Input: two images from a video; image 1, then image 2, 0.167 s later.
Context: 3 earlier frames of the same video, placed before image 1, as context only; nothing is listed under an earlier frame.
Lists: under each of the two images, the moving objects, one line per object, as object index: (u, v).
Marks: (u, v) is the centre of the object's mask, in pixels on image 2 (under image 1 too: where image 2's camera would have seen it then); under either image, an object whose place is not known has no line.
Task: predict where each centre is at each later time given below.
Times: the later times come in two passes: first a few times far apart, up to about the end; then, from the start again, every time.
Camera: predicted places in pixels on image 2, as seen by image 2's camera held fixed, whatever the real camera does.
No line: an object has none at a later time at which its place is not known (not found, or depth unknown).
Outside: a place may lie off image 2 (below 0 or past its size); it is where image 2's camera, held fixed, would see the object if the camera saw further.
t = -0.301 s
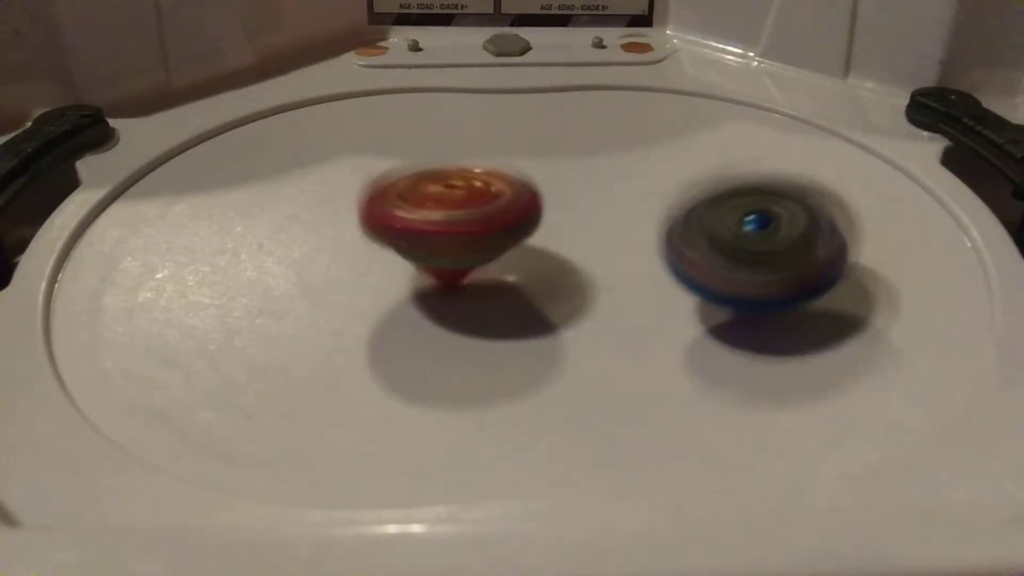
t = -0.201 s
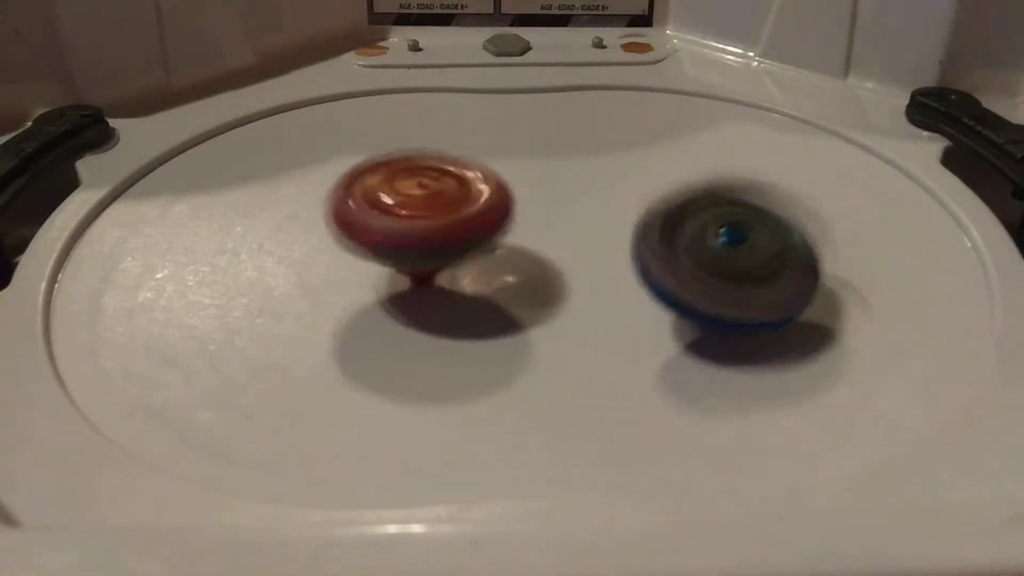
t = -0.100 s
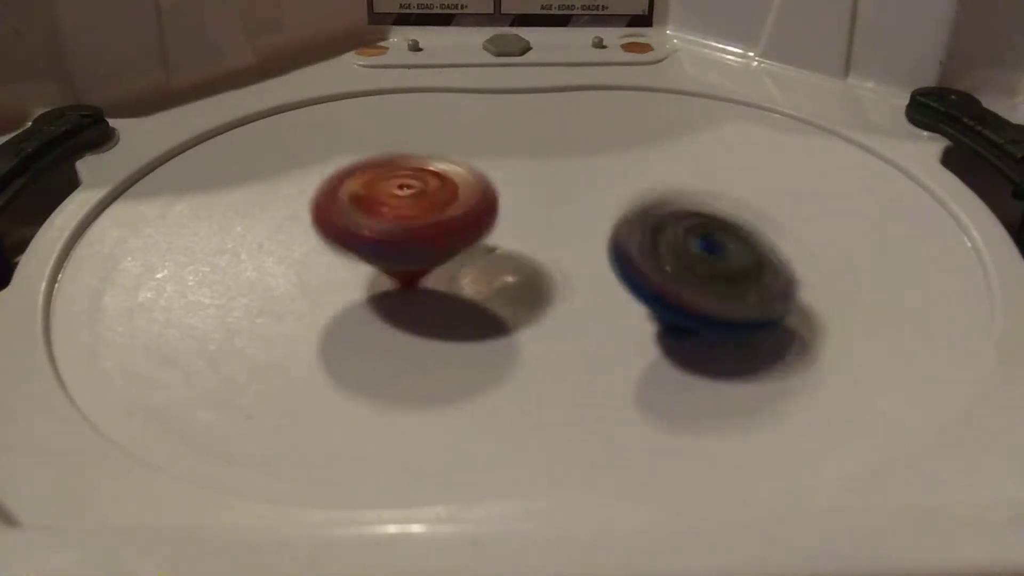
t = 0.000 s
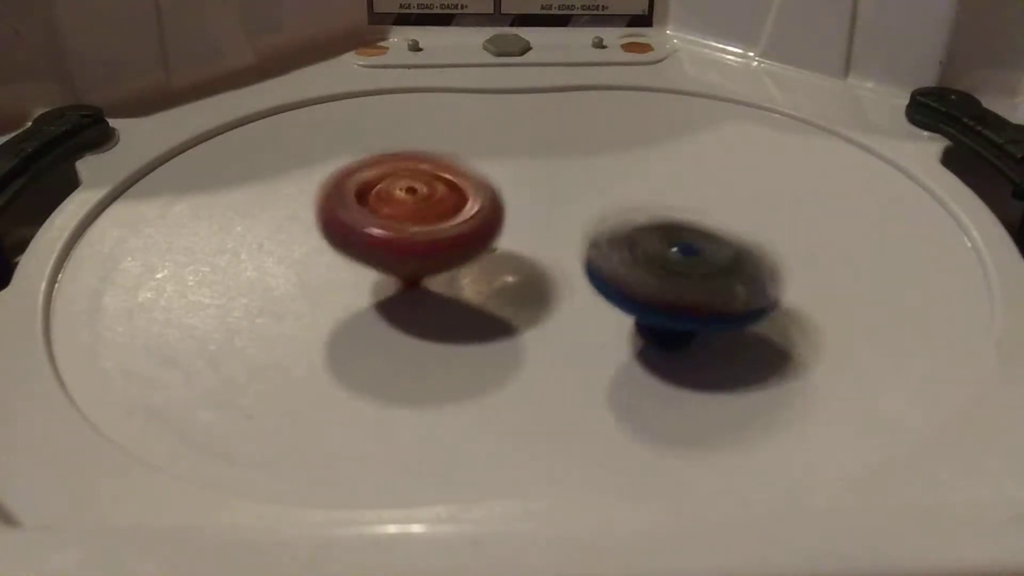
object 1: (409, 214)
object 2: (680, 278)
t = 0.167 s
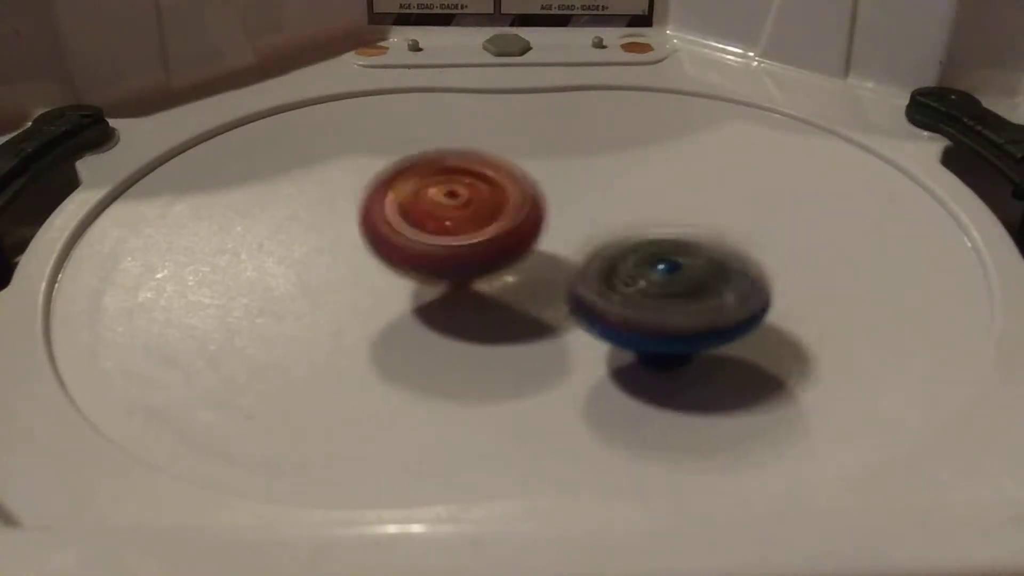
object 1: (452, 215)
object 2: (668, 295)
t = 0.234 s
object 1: (472, 209)
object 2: (657, 296)
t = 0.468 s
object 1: (505, 174)
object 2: (587, 295)
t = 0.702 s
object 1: (499, 171)
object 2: (512, 289)
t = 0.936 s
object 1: (515, 182)
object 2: (467, 318)
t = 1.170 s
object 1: (579, 181)
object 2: (448, 289)
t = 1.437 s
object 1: (646, 190)
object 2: (371, 285)
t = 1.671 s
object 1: (592, 220)
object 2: (419, 252)
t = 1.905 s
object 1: (626, 227)
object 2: (406, 230)
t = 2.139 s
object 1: (620, 216)
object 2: (417, 256)
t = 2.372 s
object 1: (594, 213)
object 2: (454, 259)
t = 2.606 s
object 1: (604, 224)
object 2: (424, 231)
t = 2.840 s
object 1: (609, 229)
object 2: (469, 215)
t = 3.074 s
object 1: (612, 230)
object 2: (455, 196)
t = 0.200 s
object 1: (465, 214)
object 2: (662, 297)
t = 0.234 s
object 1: (472, 209)
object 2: (657, 296)
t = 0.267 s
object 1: (475, 204)
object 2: (653, 298)
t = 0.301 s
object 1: (481, 199)
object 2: (643, 299)
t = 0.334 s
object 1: (492, 194)
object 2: (629, 294)
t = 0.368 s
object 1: (503, 190)
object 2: (621, 294)
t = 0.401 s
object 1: (510, 183)
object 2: (608, 290)
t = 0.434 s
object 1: (510, 177)
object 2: (599, 292)
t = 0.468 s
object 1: (505, 174)
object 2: (587, 295)
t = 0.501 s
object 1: (503, 171)
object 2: (576, 291)
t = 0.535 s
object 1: (502, 167)
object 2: (570, 287)
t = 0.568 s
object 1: (501, 166)
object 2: (557, 290)
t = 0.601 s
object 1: (499, 168)
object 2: (545, 291)
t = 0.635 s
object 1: (500, 167)
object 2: (539, 289)
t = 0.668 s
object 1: (498, 170)
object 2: (527, 291)
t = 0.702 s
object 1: (499, 171)
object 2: (512, 289)
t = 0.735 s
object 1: (500, 174)
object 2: (504, 291)
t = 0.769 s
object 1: (498, 178)
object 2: (491, 291)
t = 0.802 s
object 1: (501, 179)
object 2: (483, 293)
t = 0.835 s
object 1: (512, 181)
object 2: (469, 309)
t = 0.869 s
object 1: (516, 181)
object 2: (469, 314)
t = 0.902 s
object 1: (513, 182)
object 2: (465, 318)
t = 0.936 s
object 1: (515, 182)
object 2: (467, 318)
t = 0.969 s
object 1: (521, 182)
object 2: (468, 316)
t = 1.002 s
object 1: (528, 183)
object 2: (468, 314)
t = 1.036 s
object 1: (537, 183)
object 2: (465, 314)
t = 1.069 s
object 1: (545, 182)
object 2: (465, 305)
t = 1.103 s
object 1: (551, 183)
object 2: (465, 298)
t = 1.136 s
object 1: (559, 186)
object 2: (466, 292)
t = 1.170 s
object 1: (579, 181)
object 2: (448, 289)
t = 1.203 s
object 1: (603, 178)
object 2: (424, 295)
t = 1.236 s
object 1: (618, 172)
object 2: (403, 294)
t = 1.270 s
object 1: (635, 166)
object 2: (392, 296)
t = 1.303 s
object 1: (647, 169)
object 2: (378, 295)
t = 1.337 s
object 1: (654, 177)
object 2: (370, 290)
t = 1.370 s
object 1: (654, 184)
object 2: (368, 287)
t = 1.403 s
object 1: (649, 194)
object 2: (367, 284)
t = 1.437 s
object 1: (646, 190)
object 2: (371, 285)
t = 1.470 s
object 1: (638, 197)
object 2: (372, 286)
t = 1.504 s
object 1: (633, 211)
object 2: (382, 278)
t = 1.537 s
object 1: (623, 216)
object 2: (396, 271)
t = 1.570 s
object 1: (614, 212)
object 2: (404, 270)
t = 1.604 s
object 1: (602, 213)
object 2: (417, 265)
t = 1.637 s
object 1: (594, 223)
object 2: (423, 260)
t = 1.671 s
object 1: (592, 220)
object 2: (419, 252)
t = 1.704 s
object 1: (599, 222)
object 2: (407, 240)
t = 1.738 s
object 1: (606, 224)
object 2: (400, 234)
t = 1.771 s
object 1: (611, 219)
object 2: (396, 230)
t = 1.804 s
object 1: (618, 217)
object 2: (393, 228)
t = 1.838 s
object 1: (625, 214)
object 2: (396, 225)
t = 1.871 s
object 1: (628, 221)
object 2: (399, 228)
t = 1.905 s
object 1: (626, 227)
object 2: (406, 230)
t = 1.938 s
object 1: (619, 228)
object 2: (412, 232)
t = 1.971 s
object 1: (610, 229)
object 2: (422, 232)
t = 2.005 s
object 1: (608, 224)
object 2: (419, 237)
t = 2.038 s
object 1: (615, 226)
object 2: (415, 242)
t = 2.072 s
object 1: (616, 228)
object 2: (412, 244)
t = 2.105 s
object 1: (617, 216)
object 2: (416, 253)
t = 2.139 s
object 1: (620, 216)
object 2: (417, 256)
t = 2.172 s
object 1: (620, 216)
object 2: (416, 265)
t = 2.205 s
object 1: (618, 213)
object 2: (424, 272)
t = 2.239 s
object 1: (613, 213)
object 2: (426, 269)
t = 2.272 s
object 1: (606, 212)
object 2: (435, 270)
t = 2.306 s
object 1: (599, 211)
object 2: (438, 267)
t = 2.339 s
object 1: (594, 213)
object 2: (449, 265)
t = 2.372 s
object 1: (594, 213)
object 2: (454, 259)
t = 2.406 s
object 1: (596, 214)
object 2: (457, 254)
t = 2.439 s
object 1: (597, 216)
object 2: (462, 245)
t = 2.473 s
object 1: (598, 217)
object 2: (456, 248)
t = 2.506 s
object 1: (599, 218)
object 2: (446, 247)
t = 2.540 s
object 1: (600, 219)
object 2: (440, 243)
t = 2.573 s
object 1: (602, 222)
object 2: (433, 235)
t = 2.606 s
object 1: (604, 224)
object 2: (424, 231)
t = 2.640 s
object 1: (607, 226)
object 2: (425, 228)
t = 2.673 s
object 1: (610, 228)
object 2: (428, 224)
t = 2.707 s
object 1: (611, 230)
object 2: (432, 224)
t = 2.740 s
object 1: (610, 230)
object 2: (443, 220)
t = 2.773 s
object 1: (609, 229)
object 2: (453, 217)
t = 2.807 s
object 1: (609, 229)
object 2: (462, 217)
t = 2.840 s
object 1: (609, 229)
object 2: (469, 215)
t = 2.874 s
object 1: (611, 229)
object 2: (470, 208)
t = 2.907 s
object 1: (612, 229)
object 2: (467, 202)
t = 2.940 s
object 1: (612, 229)
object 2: (467, 203)
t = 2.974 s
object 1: (612, 229)
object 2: (461, 195)
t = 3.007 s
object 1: (612, 230)
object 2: (458, 194)
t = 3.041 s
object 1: (612, 230)
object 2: (459, 194)
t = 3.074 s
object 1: (612, 230)
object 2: (455, 196)
